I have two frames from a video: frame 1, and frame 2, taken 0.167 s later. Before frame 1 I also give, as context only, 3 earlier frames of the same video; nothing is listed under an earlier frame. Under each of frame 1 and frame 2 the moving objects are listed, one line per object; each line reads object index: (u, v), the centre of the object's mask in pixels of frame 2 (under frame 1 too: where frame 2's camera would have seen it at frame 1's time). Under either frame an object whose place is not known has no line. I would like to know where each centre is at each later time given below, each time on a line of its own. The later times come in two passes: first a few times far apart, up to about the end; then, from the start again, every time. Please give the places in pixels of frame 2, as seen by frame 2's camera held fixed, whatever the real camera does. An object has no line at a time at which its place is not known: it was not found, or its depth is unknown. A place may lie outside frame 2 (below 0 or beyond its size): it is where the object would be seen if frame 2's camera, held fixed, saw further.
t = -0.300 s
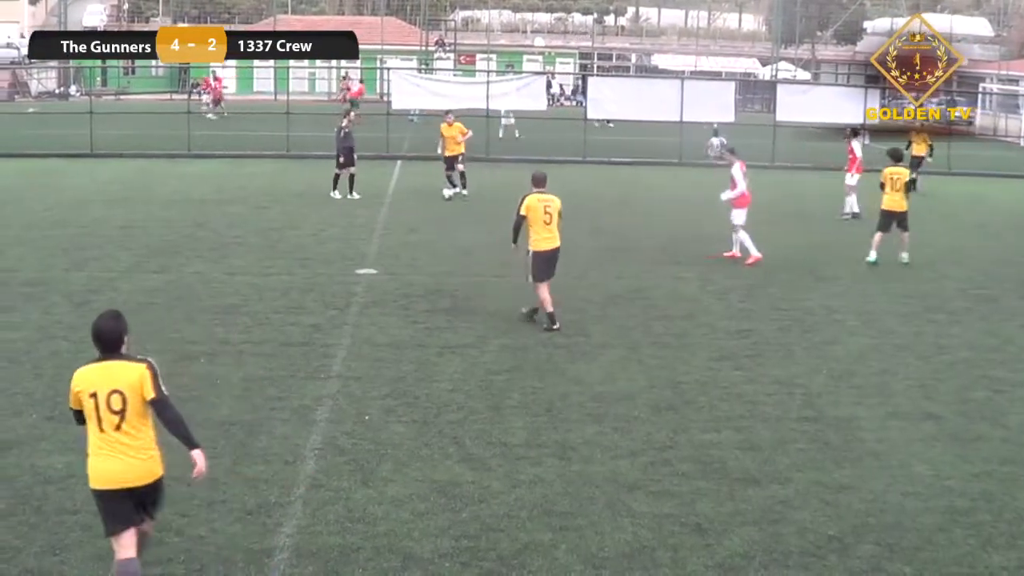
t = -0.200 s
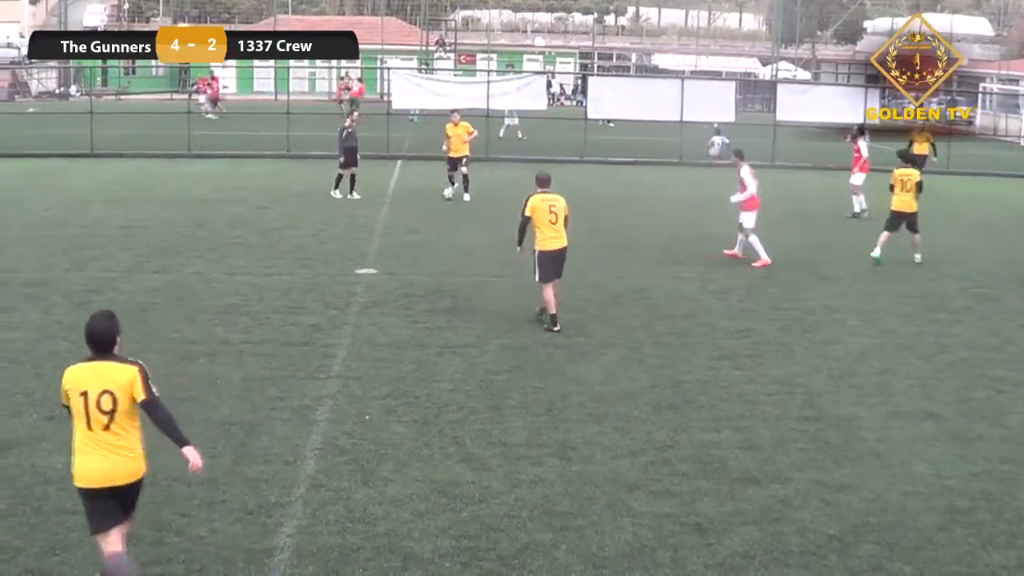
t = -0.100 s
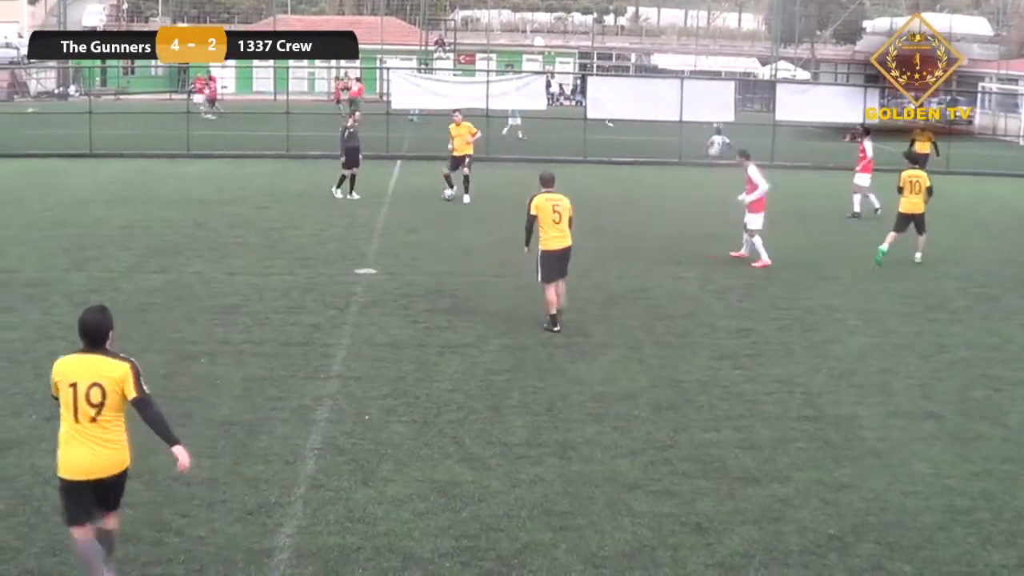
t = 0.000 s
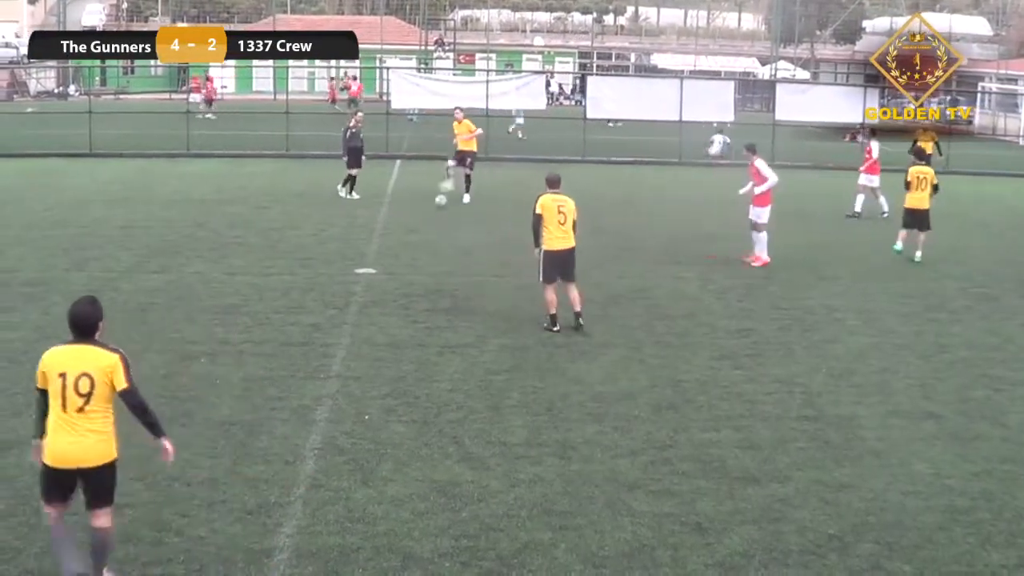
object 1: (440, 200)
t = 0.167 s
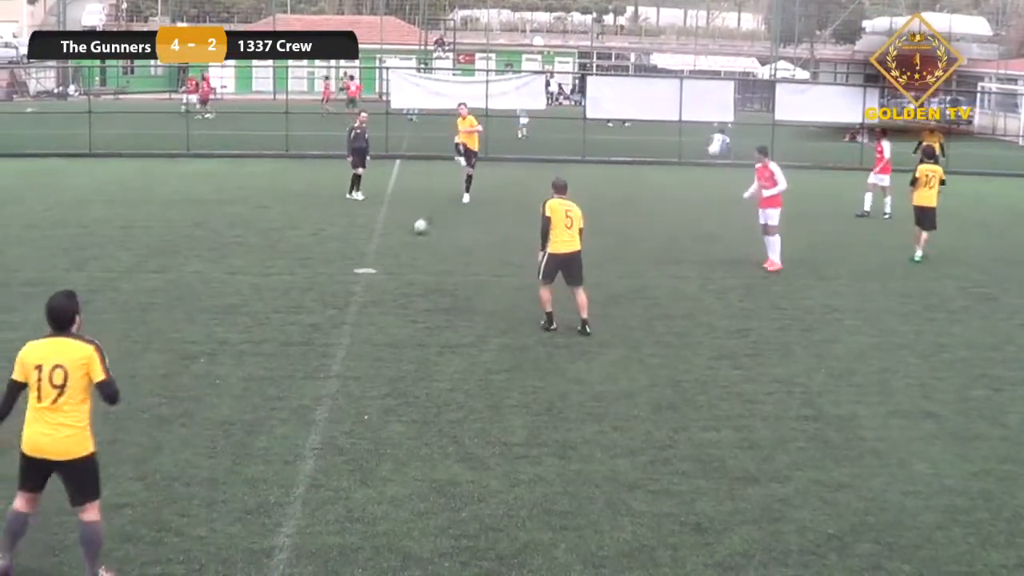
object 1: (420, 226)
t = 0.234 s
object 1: (412, 236)
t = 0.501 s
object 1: (374, 279)
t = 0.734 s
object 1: (338, 322)
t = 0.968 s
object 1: (291, 375)
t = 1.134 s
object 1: (249, 425)
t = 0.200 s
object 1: (416, 232)
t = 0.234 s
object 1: (412, 236)
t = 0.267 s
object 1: (408, 241)
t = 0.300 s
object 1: (402, 247)
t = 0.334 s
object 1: (398, 252)
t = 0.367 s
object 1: (393, 256)
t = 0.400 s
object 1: (389, 259)
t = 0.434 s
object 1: (385, 264)
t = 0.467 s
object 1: (378, 273)
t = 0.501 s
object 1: (374, 279)
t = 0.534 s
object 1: (368, 283)
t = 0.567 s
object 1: (365, 288)
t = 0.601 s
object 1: (359, 295)
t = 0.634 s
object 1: (354, 301)
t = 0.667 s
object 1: (349, 309)
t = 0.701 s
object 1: (342, 315)
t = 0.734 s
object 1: (338, 322)
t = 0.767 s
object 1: (331, 329)
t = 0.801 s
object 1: (325, 337)
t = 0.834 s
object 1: (319, 342)
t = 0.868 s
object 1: (312, 351)
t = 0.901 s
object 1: (306, 359)
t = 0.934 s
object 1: (299, 366)
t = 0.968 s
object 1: (291, 375)
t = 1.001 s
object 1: (284, 384)
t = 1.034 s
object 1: (275, 394)
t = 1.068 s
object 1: (267, 404)
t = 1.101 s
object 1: (257, 414)
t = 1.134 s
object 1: (249, 425)
